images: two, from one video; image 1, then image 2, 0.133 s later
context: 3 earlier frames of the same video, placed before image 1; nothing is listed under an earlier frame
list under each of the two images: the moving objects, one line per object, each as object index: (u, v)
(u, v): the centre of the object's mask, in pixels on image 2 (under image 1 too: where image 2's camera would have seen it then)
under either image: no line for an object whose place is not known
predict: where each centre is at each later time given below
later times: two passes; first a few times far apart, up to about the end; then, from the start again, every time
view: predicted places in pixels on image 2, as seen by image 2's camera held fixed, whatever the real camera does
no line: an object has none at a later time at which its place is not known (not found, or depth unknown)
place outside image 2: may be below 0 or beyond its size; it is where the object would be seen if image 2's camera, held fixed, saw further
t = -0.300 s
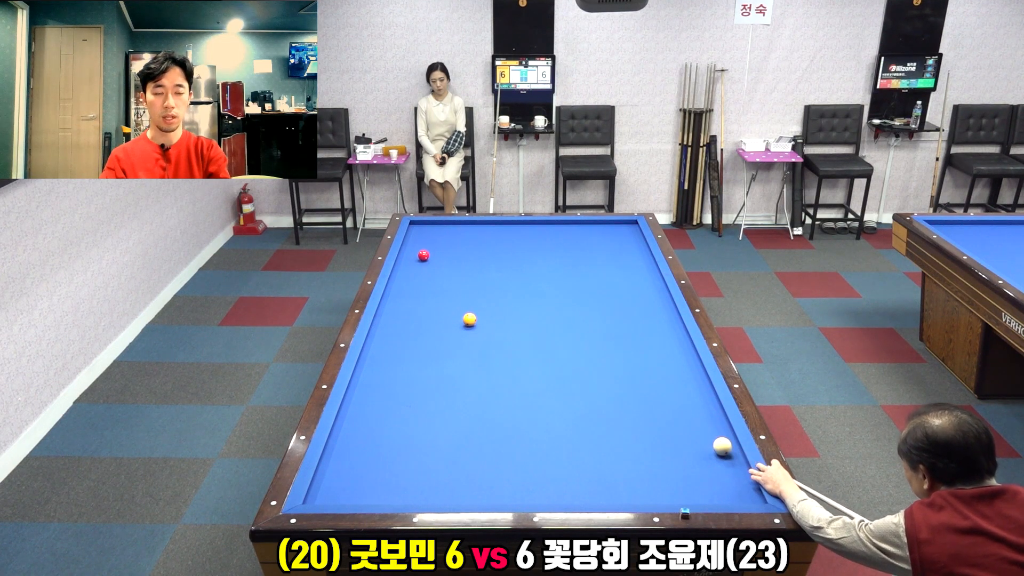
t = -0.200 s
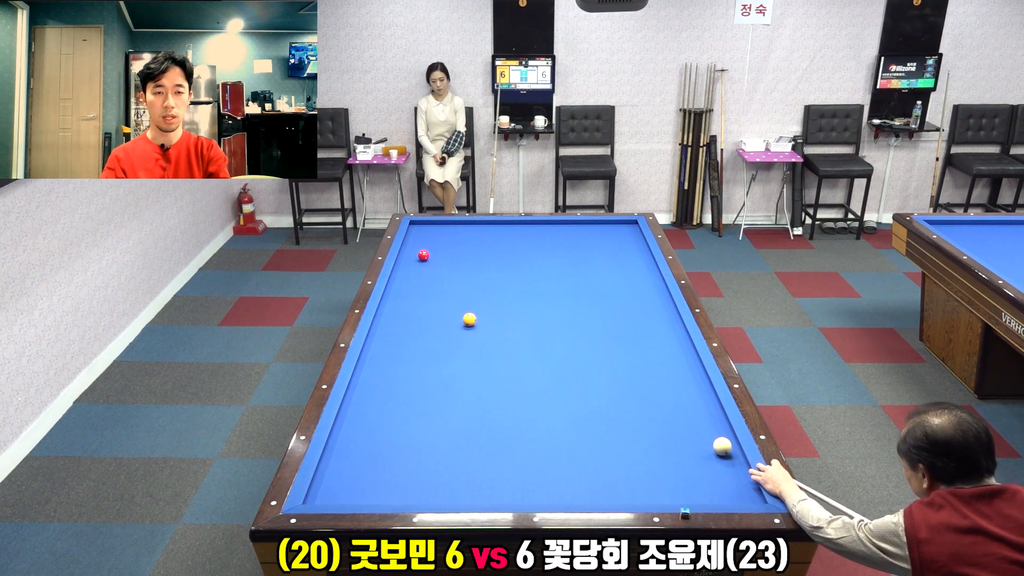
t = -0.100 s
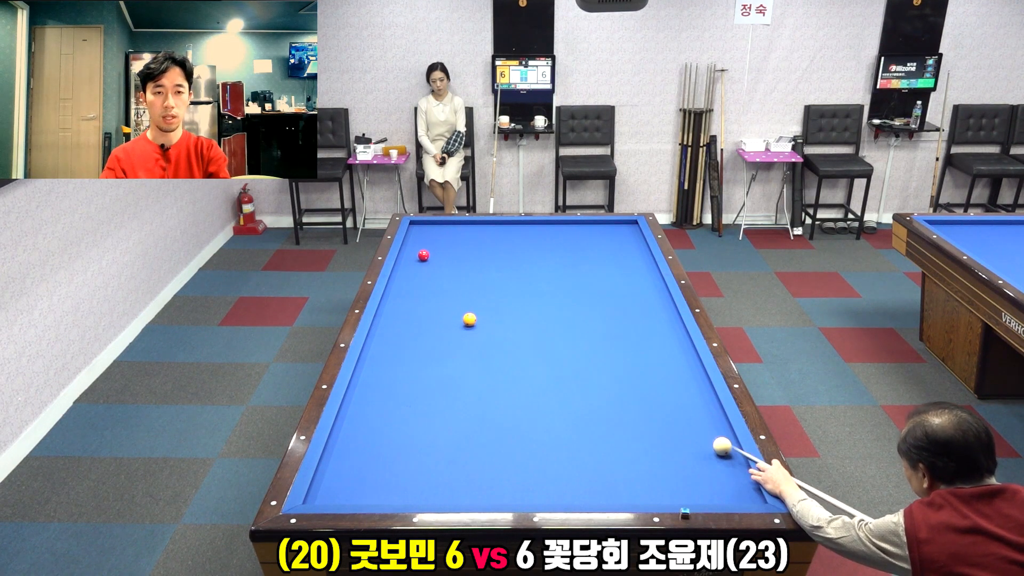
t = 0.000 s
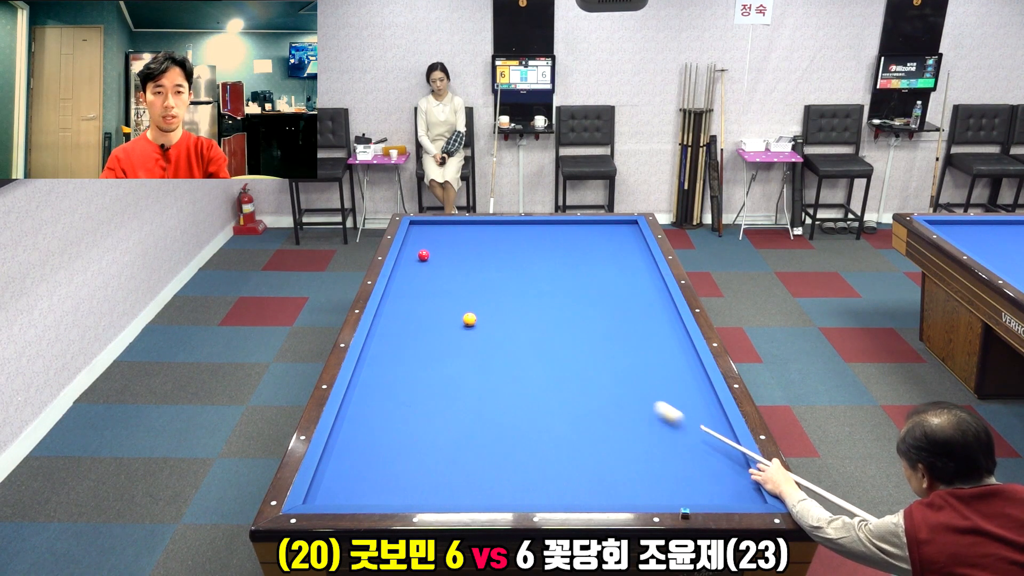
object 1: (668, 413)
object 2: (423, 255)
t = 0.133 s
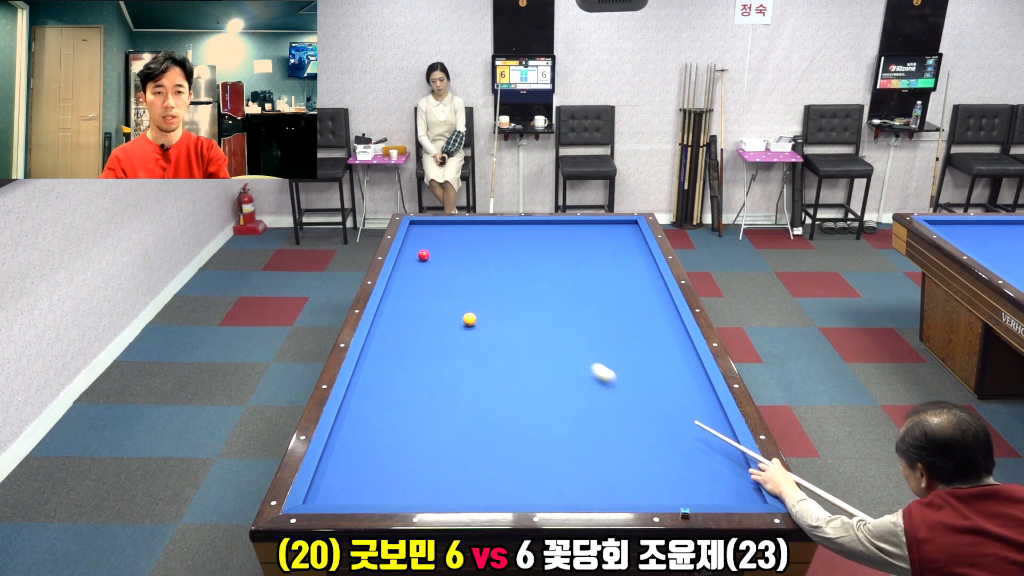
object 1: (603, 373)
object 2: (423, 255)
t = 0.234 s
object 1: (563, 349)
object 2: (423, 255)
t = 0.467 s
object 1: (487, 302)
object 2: (423, 255)
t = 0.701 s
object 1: (427, 264)
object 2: (423, 253)
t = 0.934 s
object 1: (430, 244)
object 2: (451, 246)
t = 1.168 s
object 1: (447, 226)
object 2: (497, 237)
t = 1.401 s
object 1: (466, 230)
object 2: (538, 229)
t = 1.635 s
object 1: (486, 240)
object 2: (577, 222)
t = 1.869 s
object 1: (508, 250)
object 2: (609, 226)
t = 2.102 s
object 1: (531, 261)
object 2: (633, 229)
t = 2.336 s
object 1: (556, 273)
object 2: (616, 233)
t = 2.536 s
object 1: (577, 283)
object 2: (602, 236)
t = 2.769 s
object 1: (605, 296)
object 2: (585, 240)
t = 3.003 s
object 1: (633, 309)
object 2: (569, 244)
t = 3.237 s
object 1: (665, 325)
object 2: (552, 248)
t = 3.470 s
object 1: (677, 339)
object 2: (535, 251)
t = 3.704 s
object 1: (668, 353)
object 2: (518, 255)
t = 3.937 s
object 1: (658, 368)
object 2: (501, 259)
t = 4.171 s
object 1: (648, 384)
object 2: (484, 263)
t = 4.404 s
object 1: (637, 400)
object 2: (467, 267)
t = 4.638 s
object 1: (625, 418)
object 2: (449, 270)
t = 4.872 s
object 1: (613, 437)
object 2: (432, 274)
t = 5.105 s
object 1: (600, 457)
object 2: (415, 278)
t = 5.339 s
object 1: (586, 478)
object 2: (398, 282)
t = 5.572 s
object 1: (572, 497)
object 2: (397, 284)
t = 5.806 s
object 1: (552, 487)
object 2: (405, 287)
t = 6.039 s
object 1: (534, 475)
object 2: (413, 289)
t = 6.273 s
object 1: (517, 464)
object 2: (420, 291)
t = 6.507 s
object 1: (502, 454)
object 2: (427, 294)
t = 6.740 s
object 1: (487, 445)
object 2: (434, 296)
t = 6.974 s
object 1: (473, 436)
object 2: (440, 298)
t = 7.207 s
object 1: (461, 428)
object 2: (446, 300)
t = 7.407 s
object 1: (450, 421)
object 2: (451, 302)
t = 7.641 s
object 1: (439, 414)
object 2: (457, 303)
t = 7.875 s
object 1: (429, 407)
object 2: (462, 305)
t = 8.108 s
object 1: (419, 401)
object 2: (468, 306)
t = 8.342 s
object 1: (409, 395)
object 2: (473, 307)
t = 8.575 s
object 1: (401, 390)
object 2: (477, 309)
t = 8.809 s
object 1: (392, 385)
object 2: (481, 311)
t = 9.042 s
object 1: (385, 380)
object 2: (485, 312)
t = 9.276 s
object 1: (377, 375)
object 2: (489, 313)
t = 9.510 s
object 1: (371, 371)
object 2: (492, 314)
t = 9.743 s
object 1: (364, 368)
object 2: (495, 315)
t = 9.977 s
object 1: (365, 365)
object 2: (498, 316)
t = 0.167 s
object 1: (589, 365)
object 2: (423, 255)
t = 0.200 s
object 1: (576, 357)
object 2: (423, 255)
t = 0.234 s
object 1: (563, 349)
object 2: (423, 255)
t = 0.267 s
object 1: (551, 341)
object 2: (423, 255)
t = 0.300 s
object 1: (539, 334)
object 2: (423, 255)
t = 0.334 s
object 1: (528, 327)
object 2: (423, 255)
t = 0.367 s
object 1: (517, 320)
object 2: (423, 255)
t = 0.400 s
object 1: (506, 314)
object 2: (423, 255)
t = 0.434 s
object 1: (497, 308)
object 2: (423, 255)
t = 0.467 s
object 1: (487, 302)
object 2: (423, 255)
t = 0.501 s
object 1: (478, 296)
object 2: (423, 255)
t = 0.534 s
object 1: (468, 290)
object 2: (423, 255)
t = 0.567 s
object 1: (459, 285)
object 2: (423, 255)
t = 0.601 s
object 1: (451, 279)
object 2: (423, 255)
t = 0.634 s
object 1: (443, 274)
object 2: (423, 255)
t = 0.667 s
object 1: (434, 269)
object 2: (423, 255)
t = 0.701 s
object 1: (427, 264)
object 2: (423, 253)
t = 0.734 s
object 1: (419, 260)
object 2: (424, 253)
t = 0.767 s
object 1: (410, 257)
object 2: (426, 253)
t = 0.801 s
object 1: (405, 254)
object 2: (429, 252)
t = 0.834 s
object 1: (414, 251)
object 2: (432, 250)
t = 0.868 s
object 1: (423, 249)
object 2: (436, 249)
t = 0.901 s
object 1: (427, 246)
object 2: (443, 247)
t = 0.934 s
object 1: (430, 244)
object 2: (451, 246)
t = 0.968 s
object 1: (433, 241)
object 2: (458, 244)
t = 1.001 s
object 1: (435, 239)
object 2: (465, 243)
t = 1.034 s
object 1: (438, 236)
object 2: (472, 242)
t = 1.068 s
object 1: (440, 233)
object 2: (478, 241)
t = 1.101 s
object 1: (443, 231)
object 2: (484, 240)
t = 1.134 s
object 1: (445, 229)
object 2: (490, 238)
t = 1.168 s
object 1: (447, 226)
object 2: (497, 237)
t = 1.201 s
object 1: (450, 224)
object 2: (503, 236)
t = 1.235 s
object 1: (452, 222)
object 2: (509, 235)
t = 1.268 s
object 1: (455, 223)
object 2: (515, 234)
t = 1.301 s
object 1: (458, 225)
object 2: (521, 232)
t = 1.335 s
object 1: (460, 227)
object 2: (527, 231)
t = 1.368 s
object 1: (463, 229)
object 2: (532, 230)
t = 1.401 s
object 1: (466, 230)
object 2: (538, 229)
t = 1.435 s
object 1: (469, 232)
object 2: (544, 228)
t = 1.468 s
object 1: (472, 233)
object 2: (549, 227)
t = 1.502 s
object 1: (475, 234)
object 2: (555, 226)
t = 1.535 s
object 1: (478, 236)
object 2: (561, 224)
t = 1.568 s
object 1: (481, 237)
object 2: (566, 223)
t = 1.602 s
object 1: (484, 239)
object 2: (572, 222)
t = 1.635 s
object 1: (486, 240)
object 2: (577, 222)
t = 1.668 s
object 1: (490, 242)
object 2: (581, 222)
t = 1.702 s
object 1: (493, 243)
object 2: (586, 223)
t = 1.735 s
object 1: (496, 244)
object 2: (591, 223)
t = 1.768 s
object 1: (499, 246)
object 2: (595, 224)
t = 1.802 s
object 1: (502, 247)
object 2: (599, 224)
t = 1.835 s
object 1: (505, 249)
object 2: (604, 225)
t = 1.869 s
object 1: (508, 250)
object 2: (609, 226)
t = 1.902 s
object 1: (511, 252)
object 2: (613, 226)
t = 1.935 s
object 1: (515, 253)
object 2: (618, 227)
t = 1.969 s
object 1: (518, 255)
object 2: (622, 227)
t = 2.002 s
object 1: (521, 257)
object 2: (627, 228)
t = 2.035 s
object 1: (525, 258)
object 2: (632, 228)
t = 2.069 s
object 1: (528, 260)
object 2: (635, 229)
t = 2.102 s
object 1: (531, 261)
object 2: (633, 229)
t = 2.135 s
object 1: (535, 263)
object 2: (630, 230)
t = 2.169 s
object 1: (538, 265)
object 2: (628, 230)
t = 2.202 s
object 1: (541, 266)
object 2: (625, 231)
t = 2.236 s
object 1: (545, 268)
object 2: (623, 231)
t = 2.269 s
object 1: (548, 270)
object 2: (621, 232)
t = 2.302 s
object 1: (552, 271)
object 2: (618, 232)
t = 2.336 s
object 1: (556, 273)
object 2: (616, 233)
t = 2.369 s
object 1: (559, 275)
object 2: (614, 234)
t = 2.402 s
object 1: (563, 276)
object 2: (611, 234)
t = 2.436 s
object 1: (566, 278)
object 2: (609, 235)
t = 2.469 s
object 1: (570, 280)
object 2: (606, 235)
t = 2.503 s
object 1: (574, 282)
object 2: (604, 236)
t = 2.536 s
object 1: (577, 283)
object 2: (602, 236)
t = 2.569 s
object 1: (581, 285)
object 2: (600, 237)
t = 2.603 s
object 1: (585, 287)
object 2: (597, 237)
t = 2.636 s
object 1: (589, 289)
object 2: (595, 238)
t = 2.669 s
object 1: (593, 291)
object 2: (592, 238)
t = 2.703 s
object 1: (597, 293)
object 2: (590, 239)
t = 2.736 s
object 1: (601, 294)
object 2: (588, 240)
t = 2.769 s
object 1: (605, 296)
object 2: (585, 240)
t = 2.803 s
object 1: (609, 298)
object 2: (583, 241)
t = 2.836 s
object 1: (613, 300)
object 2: (580, 241)
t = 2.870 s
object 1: (617, 302)
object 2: (578, 242)
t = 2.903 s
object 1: (621, 304)
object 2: (576, 242)
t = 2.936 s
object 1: (625, 306)
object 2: (573, 243)
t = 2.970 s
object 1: (629, 308)
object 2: (571, 243)
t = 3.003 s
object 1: (633, 309)
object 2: (569, 244)
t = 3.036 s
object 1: (638, 312)
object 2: (566, 244)
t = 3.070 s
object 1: (642, 314)
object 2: (564, 245)
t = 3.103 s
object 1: (647, 316)
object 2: (561, 245)
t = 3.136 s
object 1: (651, 318)
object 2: (559, 246)
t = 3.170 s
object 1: (656, 320)
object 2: (557, 247)
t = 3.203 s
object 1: (660, 322)
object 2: (554, 247)
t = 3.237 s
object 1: (665, 325)
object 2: (552, 248)
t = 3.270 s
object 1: (669, 327)
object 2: (549, 248)
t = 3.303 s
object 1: (674, 329)
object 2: (547, 249)
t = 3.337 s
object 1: (679, 331)
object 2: (544, 249)
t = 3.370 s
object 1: (682, 334)
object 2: (542, 250)
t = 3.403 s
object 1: (680, 336)
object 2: (540, 250)
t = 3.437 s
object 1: (678, 337)
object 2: (537, 251)
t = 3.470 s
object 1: (677, 339)
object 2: (535, 251)
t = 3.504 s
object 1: (676, 341)
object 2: (532, 252)
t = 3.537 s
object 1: (674, 343)
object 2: (530, 252)
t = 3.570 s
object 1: (673, 345)
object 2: (527, 253)
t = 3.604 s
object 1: (672, 347)
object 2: (525, 254)
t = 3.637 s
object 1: (670, 349)
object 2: (523, 254)
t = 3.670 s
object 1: (669, 351)
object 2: (520, 255)
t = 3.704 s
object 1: (668, 353)
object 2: (518, 255)
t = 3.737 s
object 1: (666, 355)
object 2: (515, 256)
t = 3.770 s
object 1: (665, 357)
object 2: (513, 256)
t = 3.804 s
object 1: (664, 360)
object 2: (510, 257)
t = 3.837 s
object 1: (662, 362)
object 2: (508, 257)
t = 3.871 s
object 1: (661, 364)
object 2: (505, 258)
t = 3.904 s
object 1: (659, 366)
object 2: (503, 259)
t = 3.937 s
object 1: (658, 368)
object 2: (501, 259)
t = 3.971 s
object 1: (656, 370)
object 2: (498, 260)
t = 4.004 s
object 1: (655, 372)
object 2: (496, 260)
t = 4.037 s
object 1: (654, 375)
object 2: (493, 261)
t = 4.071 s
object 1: (652, 377)
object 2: (491, 261)
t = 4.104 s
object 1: (651, 379)
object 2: (488, 262)
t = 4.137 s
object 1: (649, 382)
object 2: (486, 262)
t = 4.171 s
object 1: (648, 384)
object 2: (484, 263)
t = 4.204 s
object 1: (646, 386)
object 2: (481, 263)
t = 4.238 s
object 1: (644, 388)
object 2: (479, 264)
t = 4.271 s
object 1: (643, 391)
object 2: (476, 264)
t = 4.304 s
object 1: (642, 393)
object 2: (474, 265)
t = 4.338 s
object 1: (640, 396)
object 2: (471, 265)
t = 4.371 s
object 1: (639, 396)
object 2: (469, 266)
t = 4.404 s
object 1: (637, 400)
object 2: (467, 267)
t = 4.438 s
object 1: (635, 404)
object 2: (464, 267)
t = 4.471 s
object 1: (633, 406)
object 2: (462, 268)
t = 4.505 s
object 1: (632, 408)
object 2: (459, 268)
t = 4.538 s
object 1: (630, 410)
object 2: (457, 269)
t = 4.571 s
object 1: (629, 413)
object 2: (454, 269)
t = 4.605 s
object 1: (627, 416)
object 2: (452, 270)
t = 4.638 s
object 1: (625, 418)
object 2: (449, 270)
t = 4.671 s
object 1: (624, 421)
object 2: (447, 271)
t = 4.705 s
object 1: (622, 423)
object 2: (445, 271)
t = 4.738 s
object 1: (620, 426)
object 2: (442, 272)
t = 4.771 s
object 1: (618, 429)
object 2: (440, 272)
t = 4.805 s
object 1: (616, 431)
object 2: (437, 273)
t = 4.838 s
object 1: (615, 434)
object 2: (435, 274)
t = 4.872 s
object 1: (613, 437)
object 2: (432, 274)
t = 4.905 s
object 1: (611, 440)
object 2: (430, 275)
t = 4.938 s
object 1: (609, 442)
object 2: (427, 275)
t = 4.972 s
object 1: (607, 445)
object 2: (425, 276)
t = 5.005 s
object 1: (606, 448)
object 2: (423, 276)
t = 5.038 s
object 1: (604, 451)
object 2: (420, 277)
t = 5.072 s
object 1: (602, 454)
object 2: (418, 277)
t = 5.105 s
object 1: (600, 457)
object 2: (415, 278)
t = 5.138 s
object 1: (598, 460)
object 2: (413, 279)
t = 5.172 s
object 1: (596, 463)
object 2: (410, 279)
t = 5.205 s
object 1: (594, 465)
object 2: (408, 279)
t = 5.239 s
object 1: (592, 468)
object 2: (406, 280)
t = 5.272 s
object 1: (590, 472)
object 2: (403, 281)
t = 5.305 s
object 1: (588, 475)
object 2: (401, 281)
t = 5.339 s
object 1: (586, 478)
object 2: (398, 282)
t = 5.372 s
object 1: (584, 480)
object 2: (396, 282)
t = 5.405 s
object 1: (582, 484)
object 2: (394, 283)
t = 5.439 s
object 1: (580, 487)
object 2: (393, 283)
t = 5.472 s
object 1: (578, 490)
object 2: (394, 283)
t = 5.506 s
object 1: (576, 493)
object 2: (395, 284)
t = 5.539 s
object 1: (574, 495)
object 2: (396, 284)
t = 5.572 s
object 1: (572, 497)
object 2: (397, 284)
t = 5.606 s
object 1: (569, 496)
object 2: (398, 285)
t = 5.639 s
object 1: (566, 495)
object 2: (400, 285)
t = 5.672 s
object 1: (563, 493)
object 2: (401, 286)
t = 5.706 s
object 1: (560, 492)
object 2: (402, 286)
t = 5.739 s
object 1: (557, 491)
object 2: (403, 286)
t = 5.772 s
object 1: (555, 489)
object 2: (404, 287)
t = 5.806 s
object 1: (552, 487)
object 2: (405, 287)
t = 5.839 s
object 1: (549, 485)
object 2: (406, 287)
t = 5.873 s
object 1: (547, 484)
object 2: (407, 288)
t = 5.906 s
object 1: (544, 482)
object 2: (408, 288)
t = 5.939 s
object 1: (541, 480)
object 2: (409, 288)
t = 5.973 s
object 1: (539, 479)
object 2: (410, 289)
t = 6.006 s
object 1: (537, 477)
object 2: (411, 289)
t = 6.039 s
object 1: (534, 475)
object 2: (413, 289)
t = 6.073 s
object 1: (532, 474)
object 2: (414, 290)
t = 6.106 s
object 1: (529, 472)
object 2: (415, 290)
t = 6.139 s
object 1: (527, 470)
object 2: (416, 290)
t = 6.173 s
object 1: (524, 469)
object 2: (417, 291)
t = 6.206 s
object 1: (522, 467)
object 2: (418, 291)
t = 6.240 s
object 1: (520, 466)
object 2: (419, 291)
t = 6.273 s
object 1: (517, 464)
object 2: (420, 291)
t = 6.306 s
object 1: (515, 463)
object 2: (421, 292)
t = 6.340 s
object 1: (513, 461)
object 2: (422, 292)
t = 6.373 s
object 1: (510, 460)
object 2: (423, 293)
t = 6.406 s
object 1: (508, 458)
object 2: (424, 293)
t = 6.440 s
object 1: (506, 457)
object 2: (425, 293)
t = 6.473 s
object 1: (504, 456)
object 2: (426, 294)
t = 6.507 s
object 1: (502, 454)
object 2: (427, 294)
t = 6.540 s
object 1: (499, 453)
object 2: (428, 294)
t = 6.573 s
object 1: (497, 452)
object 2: (429, 294)
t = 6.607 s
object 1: (495, 450)
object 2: (430, 295)
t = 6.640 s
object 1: (493, 449)
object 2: (431, 295)
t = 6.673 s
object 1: (491, 447)
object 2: (432, 295)
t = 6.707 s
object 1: (489, 446)
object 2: (433, 296)
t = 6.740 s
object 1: (487, 445)
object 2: (434, 296)
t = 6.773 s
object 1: (485, 444)
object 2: (434, 296)
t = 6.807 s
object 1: (483, 442)
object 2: (435, 297)
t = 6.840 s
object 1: (481, 441)
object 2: (436, 297)
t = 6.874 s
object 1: (479, 440)
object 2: (437, 297)
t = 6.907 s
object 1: (477, 438)
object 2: (438, 298)
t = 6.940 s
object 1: (475, 437)
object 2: (439, 298)
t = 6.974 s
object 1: (473, 436)
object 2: (440, 298)
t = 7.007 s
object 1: (471, 435)
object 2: (441, 298)
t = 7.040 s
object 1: (470, 434)
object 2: (442, 299)
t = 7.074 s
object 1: (468, 432)
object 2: (443, 299)
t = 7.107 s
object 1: (466, 431)
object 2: (443, 299)
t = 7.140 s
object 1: (464, 430)
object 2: (444, 299)
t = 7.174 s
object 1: (462, 429)
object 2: (445, 300)
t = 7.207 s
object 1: (461, 428)
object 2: (446, 300)
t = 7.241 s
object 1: (459, 427)
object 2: (447, 300)
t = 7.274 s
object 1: (457, 426)
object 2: (448, 301)
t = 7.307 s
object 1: (455, 425)
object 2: (449, 301)
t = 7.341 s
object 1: (454, 424)
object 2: (450, 301)
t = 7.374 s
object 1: (452, 423)
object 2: (450, 301)
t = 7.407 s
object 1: (450, 421)
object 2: (451, 302)
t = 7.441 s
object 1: (449, 420)
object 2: (452, 302)
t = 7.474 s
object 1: (447, 419)
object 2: (453, 302)
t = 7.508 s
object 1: (445, 418)
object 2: (454, 302)
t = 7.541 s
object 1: (444, 417)
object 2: (455, 303)
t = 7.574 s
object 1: (442, 416)
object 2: (455, 303)
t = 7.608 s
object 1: (441, 415)
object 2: (456, 303)
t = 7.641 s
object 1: (439, 414)
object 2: (457, 303)
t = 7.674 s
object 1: (438, 413)
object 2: (458, 303)
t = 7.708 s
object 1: (436, 412)
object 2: (459, 304)
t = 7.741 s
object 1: (435, 411)
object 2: (460, 304)
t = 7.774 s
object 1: (433, 410)
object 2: (460, 304)
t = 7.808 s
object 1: (431, 409)
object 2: (461, 305)
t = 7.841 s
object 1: (430, 408)
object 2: (462, 305)
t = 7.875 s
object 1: (429, 407)
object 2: (462, 305)
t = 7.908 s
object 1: (427, 406)
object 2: (463, 305)
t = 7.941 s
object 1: (426, 405)
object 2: (464, 305)
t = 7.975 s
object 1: (424, 404)
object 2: (465, 306)
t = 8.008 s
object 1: (423, 404)
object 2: (465, 306)
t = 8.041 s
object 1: (421, 403)
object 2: (466, 306)
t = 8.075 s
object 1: (420, 402)
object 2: (467, 306)
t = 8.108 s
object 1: (419, 401)
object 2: (468, 306)
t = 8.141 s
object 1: (417, 400)
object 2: (468, 306)
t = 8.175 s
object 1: (416, 399)
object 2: (469, 306)
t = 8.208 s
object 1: (415, 399)
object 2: (470, 306)
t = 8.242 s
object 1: (413, 398)
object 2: (471, 307)
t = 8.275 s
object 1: (412, 397)
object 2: (471, 307)
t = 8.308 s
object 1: (411, 396)
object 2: (472, 307)
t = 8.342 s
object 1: (409, 395)
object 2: (473, 307)
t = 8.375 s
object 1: (408, 395)
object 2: (473, 308)
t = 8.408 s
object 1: (407, 394)
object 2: (474, 308)
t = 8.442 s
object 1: (405, 393)
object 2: (475, 308)
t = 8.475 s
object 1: (404, 392)
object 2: (475, 308)
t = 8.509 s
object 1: (403, 391)
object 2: (476, 308)
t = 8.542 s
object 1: (402, 391)
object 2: (477, 309)
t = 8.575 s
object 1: (401, 390)
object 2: (477, 309)
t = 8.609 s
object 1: (399, 389)
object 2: (478, 309)
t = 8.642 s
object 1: (398, 388)
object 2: (478, 310)
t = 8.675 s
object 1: (397, 388)
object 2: (479, 310)
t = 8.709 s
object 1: (396, 387)
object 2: (480, 310)
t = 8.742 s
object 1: (395, 386)
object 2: (480, 311)
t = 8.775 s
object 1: (393, 385)
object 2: (481, 311)
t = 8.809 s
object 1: (392, 385)
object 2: (481, 311)
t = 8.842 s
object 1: (391, 384)
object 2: (482, 311)
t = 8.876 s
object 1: (390, 383)
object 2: (482, 311)
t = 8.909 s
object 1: (389, 383)
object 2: (483, 311)
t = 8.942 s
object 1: (388, 382)
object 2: (484, 312)
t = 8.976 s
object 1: (387, 381)
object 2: (484, 312)
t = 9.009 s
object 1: (386, 381)
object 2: (485, 312)
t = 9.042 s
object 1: (385, 380)
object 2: (485, 312)
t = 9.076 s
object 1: (384, 379)
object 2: (486, 312)
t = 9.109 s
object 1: (383, 379)
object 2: (486, 313)
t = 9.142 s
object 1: (381, 378)
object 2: (487, 313)
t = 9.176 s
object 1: (380, 377)
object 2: (487, 313)
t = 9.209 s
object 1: (379, 377)
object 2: (488, 313)
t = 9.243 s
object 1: (378, 376)
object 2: (488, 313)
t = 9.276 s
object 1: (377, 375)
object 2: (489, 313)
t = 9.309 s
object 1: (376, 375)
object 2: (489, 313)
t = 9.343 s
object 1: (375, 374)
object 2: (490, 314)
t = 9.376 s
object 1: (374, 374)
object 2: (490, 314)
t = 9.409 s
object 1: (373, 373)
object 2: (491, 314)
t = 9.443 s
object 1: (373, 373)
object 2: (491, 314)
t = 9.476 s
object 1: (372, 372)
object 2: (492, 314)
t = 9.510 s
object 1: (371, 371)
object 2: (492, 314)
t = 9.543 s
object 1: (370, 371)
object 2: (493, 314)
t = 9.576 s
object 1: (369, 370)
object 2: (493, 314)
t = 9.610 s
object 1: (368, 370)
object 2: (493, 314)
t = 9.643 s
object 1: (367, 369)
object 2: (494, 315)
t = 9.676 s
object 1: (366, 369)
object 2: (494, 315)
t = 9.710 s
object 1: (365, 368)
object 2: (495, 315)
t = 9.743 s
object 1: (364, 368)
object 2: (495, 315)
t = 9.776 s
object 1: (363, 367)
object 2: (496, 315)
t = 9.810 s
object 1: (362, 367)
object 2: (496, 315)
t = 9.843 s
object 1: (363, 366)
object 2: (496, 315)
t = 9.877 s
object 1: (363, 366)
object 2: (497, 315)
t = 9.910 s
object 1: (364, 365)
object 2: (497, 315)
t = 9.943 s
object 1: (365, 365)
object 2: (497, 316)
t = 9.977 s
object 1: (365, 365)
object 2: (498, 316)
